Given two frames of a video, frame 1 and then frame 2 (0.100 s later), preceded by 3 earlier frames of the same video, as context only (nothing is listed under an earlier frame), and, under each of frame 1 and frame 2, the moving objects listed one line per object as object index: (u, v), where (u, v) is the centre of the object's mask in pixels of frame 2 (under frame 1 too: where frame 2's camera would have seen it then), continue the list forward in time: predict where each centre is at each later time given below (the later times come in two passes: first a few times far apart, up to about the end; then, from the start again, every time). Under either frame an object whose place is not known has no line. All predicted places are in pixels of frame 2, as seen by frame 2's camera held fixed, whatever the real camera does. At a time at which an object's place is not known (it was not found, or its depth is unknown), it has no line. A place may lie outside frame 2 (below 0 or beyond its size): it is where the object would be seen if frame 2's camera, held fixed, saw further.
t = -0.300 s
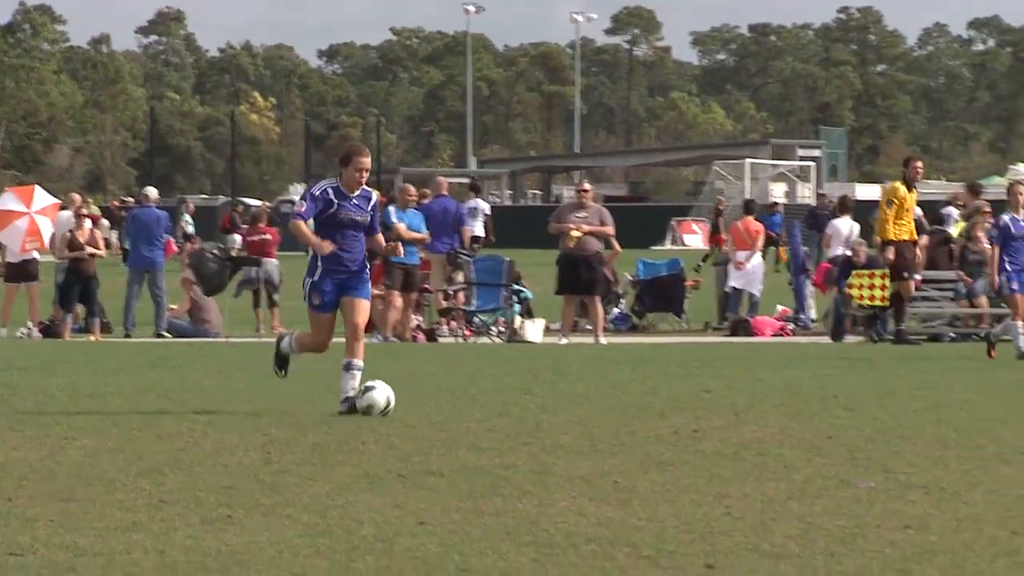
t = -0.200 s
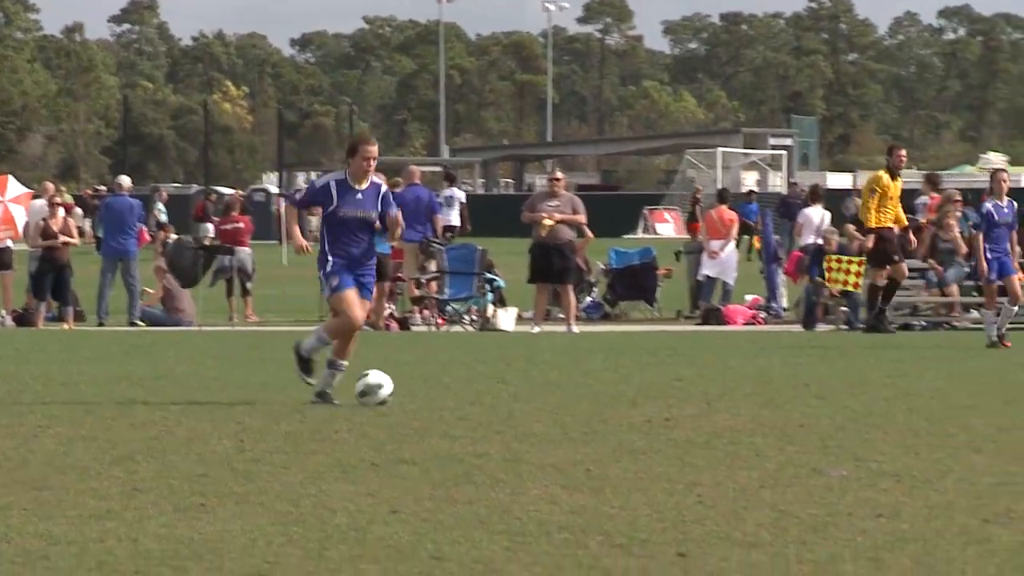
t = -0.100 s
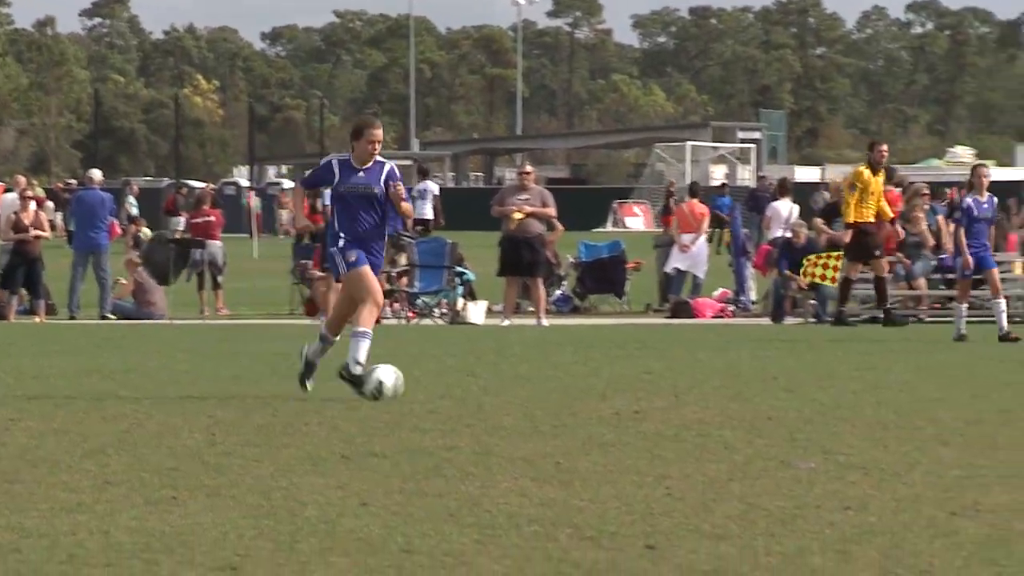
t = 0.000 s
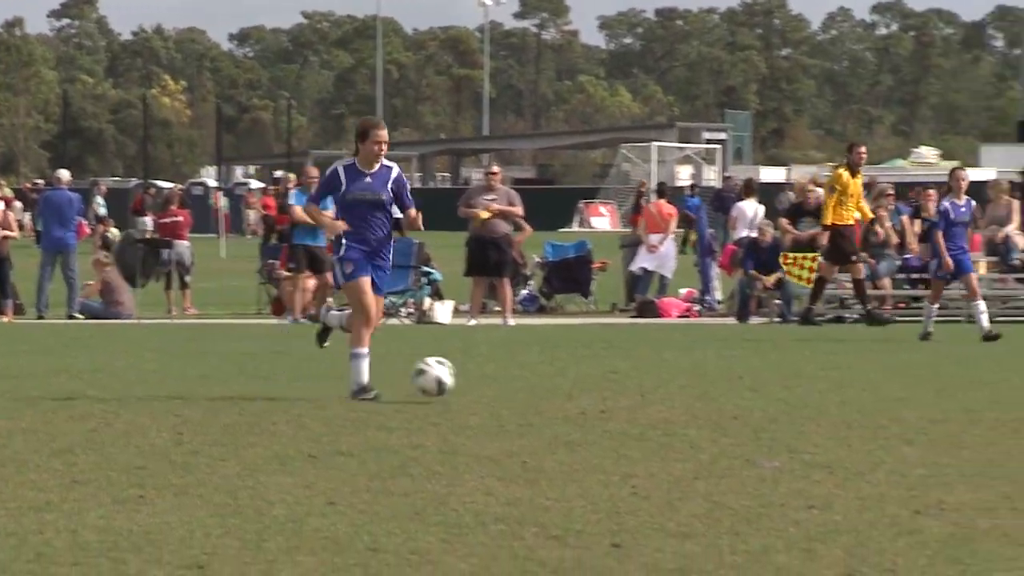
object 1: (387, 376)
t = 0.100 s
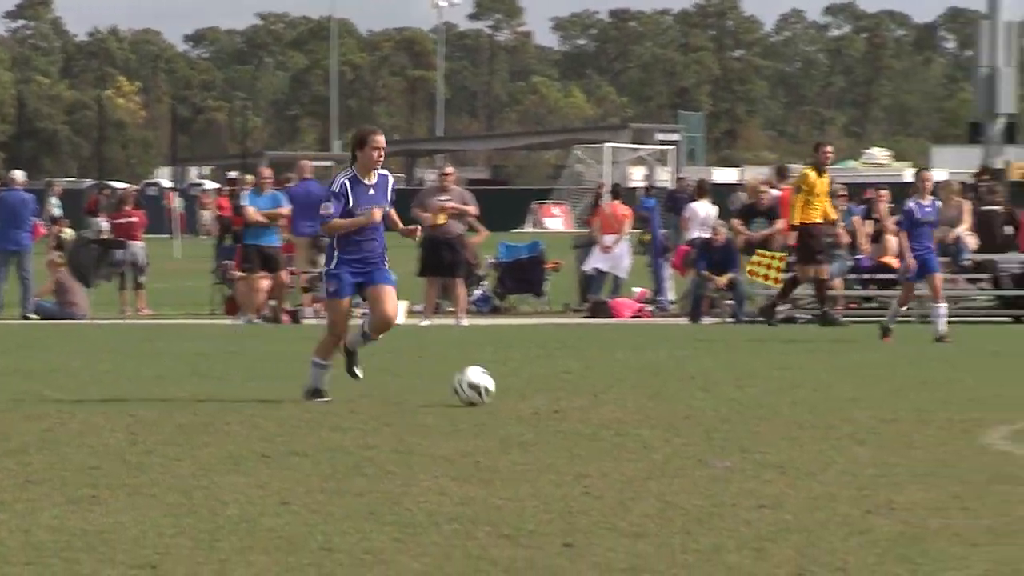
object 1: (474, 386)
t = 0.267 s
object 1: (598, 382)
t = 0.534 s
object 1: (761, 394)
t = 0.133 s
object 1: (502, 389)
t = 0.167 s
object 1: (526, 385)
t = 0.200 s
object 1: (550, 382)
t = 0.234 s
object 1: (574, 381)
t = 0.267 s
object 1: (598, 382)
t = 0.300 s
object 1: (623, 385)
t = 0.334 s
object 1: (648, 391)
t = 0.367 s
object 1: (671, 395)
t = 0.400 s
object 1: (690, 392)
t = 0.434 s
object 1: (707, 390)
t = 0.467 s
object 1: (724, 389)
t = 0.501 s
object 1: (743, 390)
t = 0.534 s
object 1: (761, 394)
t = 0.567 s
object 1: (779, 400)
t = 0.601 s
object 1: (797, 405)
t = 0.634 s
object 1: (815, 403)
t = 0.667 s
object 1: (833, 403)
